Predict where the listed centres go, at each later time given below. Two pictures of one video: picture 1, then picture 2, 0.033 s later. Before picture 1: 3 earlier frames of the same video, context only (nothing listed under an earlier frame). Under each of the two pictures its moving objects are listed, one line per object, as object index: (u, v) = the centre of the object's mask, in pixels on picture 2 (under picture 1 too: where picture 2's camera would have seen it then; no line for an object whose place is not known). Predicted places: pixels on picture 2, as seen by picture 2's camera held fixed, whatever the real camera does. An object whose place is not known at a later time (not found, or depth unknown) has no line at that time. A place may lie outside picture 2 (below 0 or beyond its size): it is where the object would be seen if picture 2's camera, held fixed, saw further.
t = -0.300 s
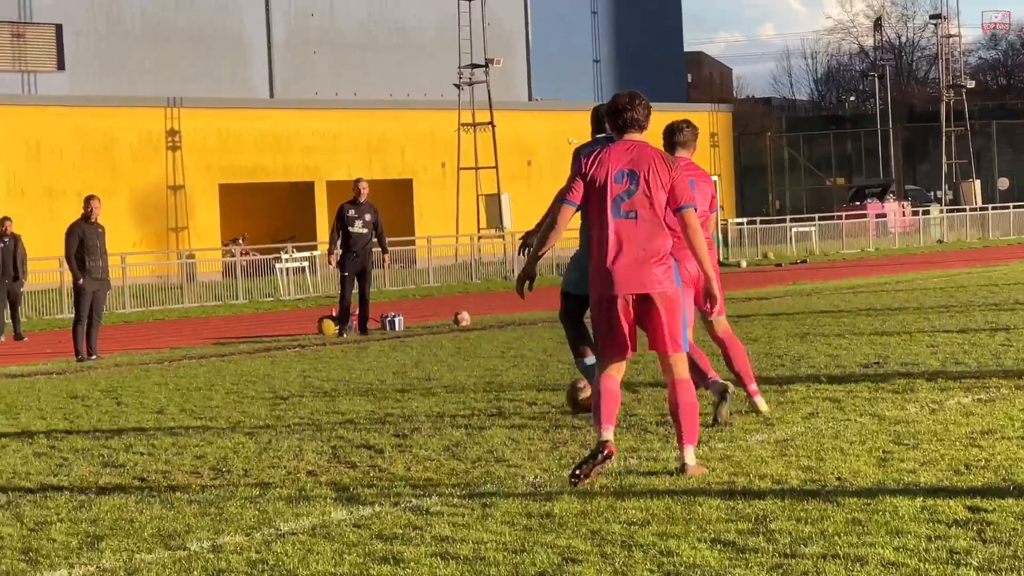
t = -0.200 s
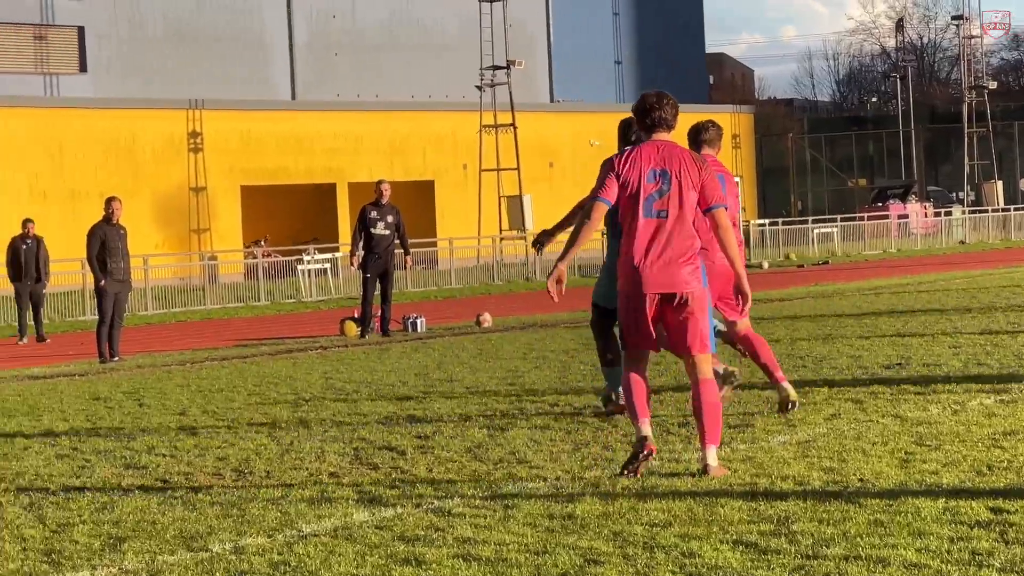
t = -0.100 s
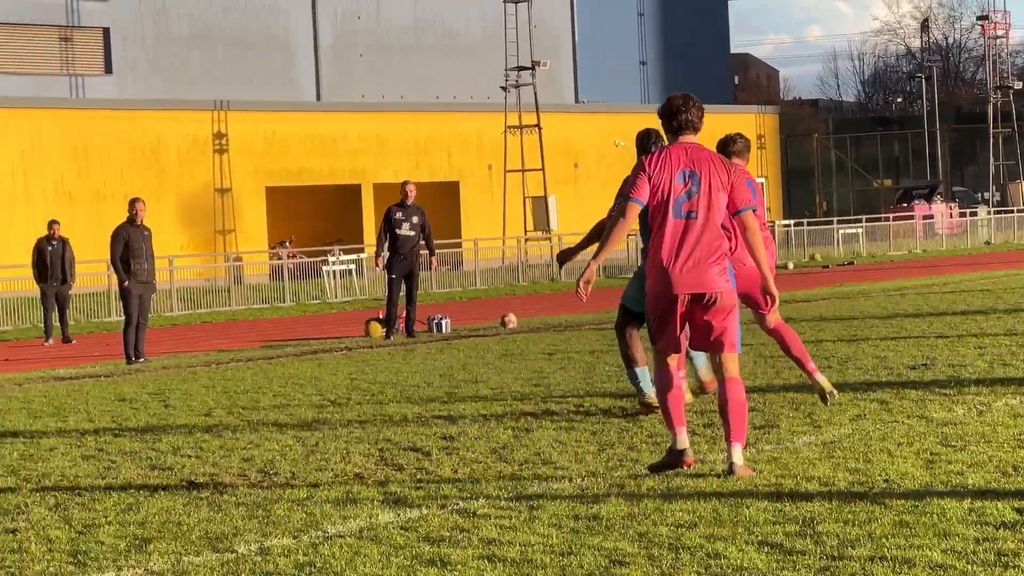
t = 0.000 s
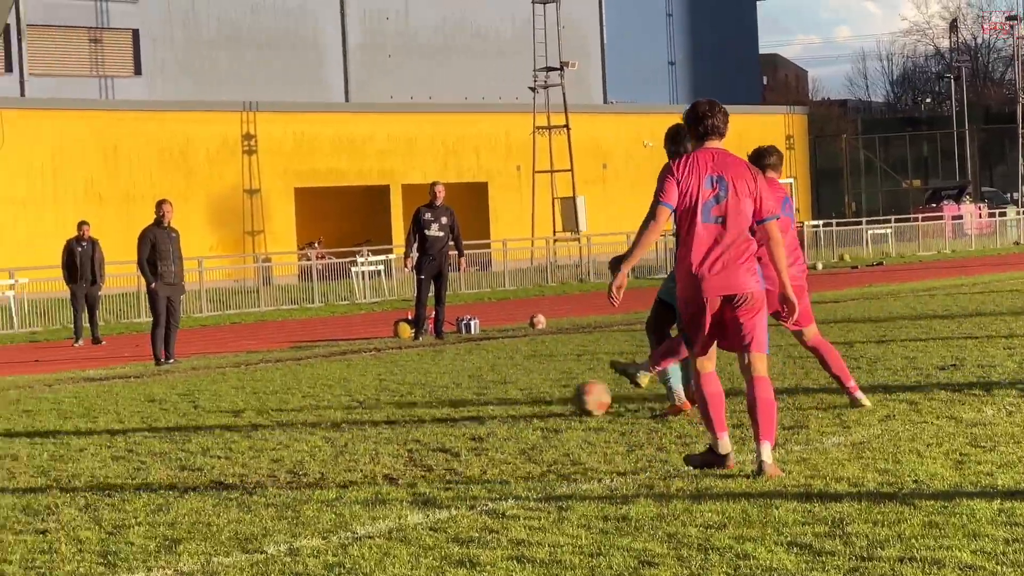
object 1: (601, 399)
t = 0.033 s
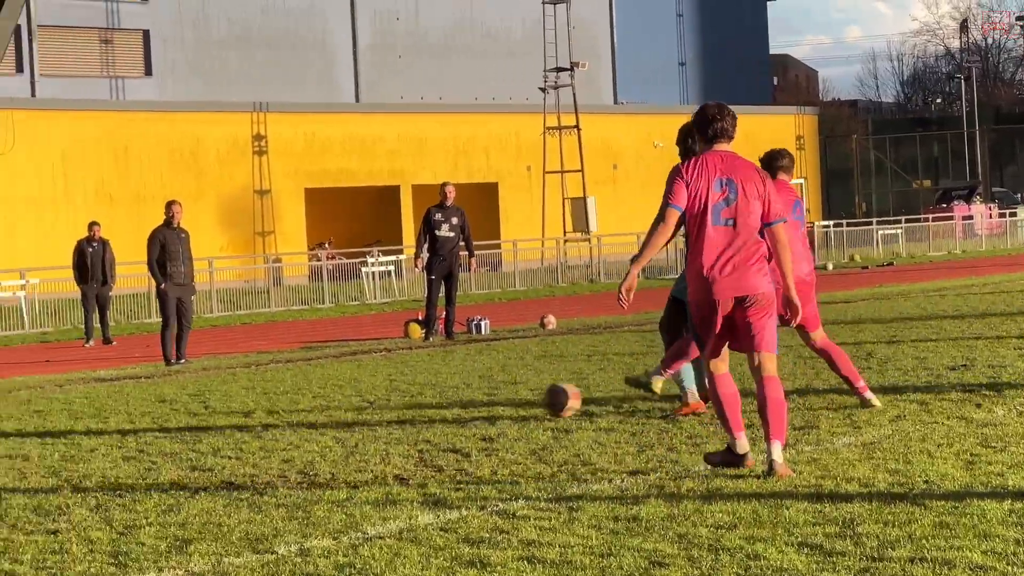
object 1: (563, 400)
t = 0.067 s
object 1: (523, 403)
